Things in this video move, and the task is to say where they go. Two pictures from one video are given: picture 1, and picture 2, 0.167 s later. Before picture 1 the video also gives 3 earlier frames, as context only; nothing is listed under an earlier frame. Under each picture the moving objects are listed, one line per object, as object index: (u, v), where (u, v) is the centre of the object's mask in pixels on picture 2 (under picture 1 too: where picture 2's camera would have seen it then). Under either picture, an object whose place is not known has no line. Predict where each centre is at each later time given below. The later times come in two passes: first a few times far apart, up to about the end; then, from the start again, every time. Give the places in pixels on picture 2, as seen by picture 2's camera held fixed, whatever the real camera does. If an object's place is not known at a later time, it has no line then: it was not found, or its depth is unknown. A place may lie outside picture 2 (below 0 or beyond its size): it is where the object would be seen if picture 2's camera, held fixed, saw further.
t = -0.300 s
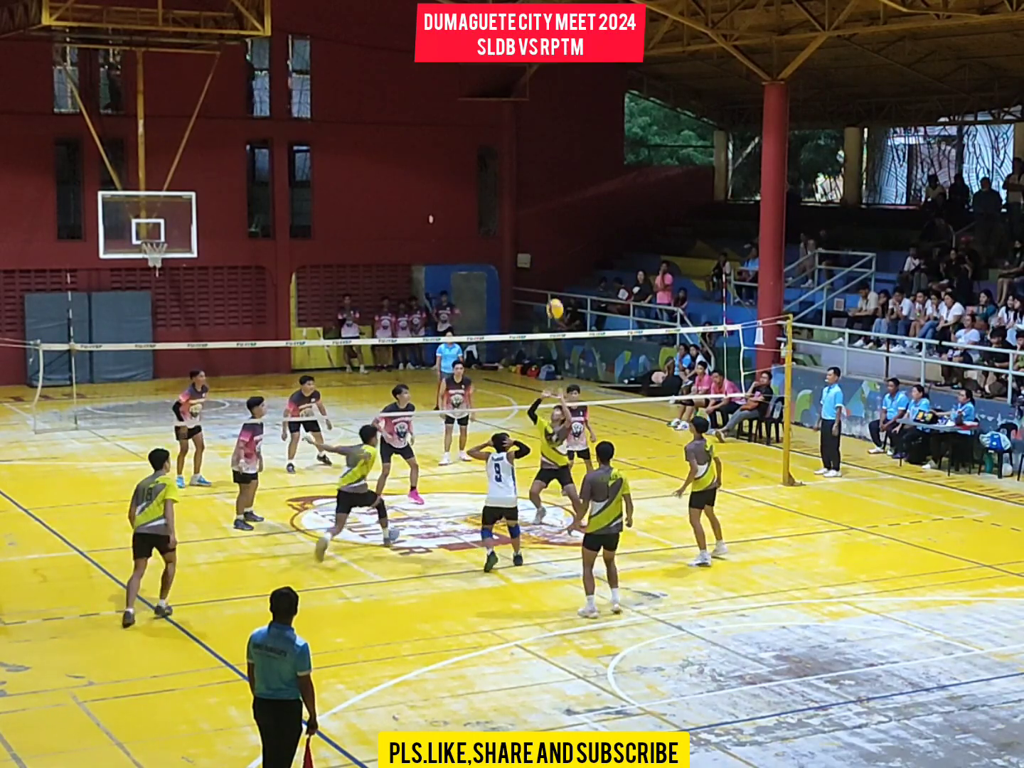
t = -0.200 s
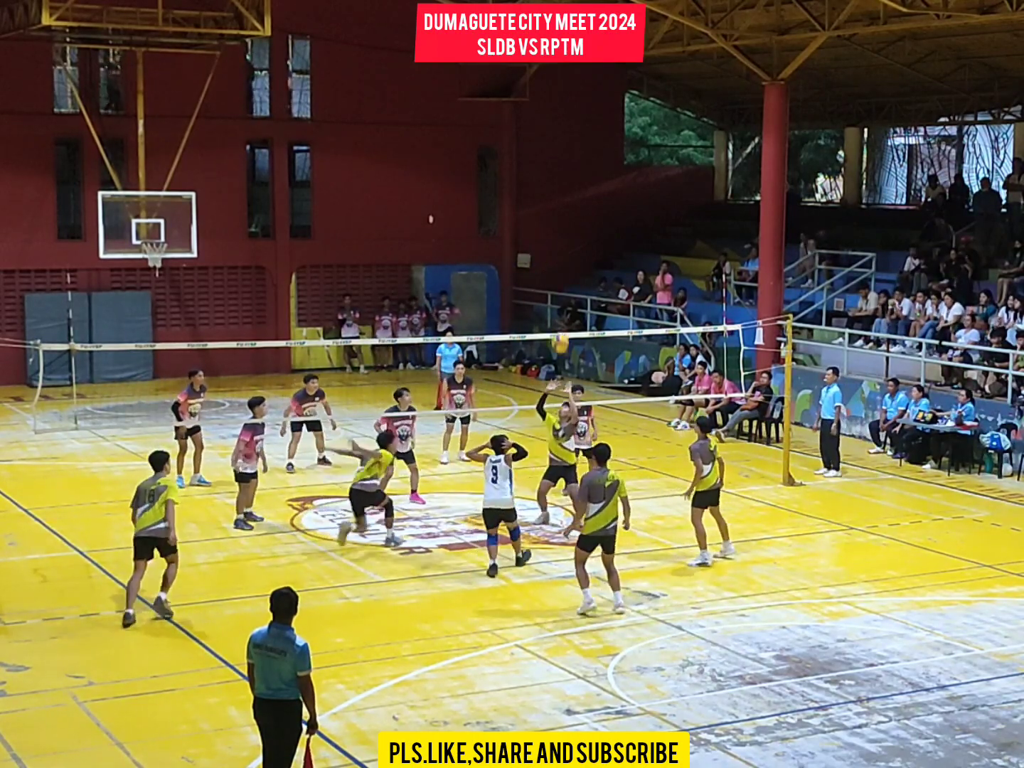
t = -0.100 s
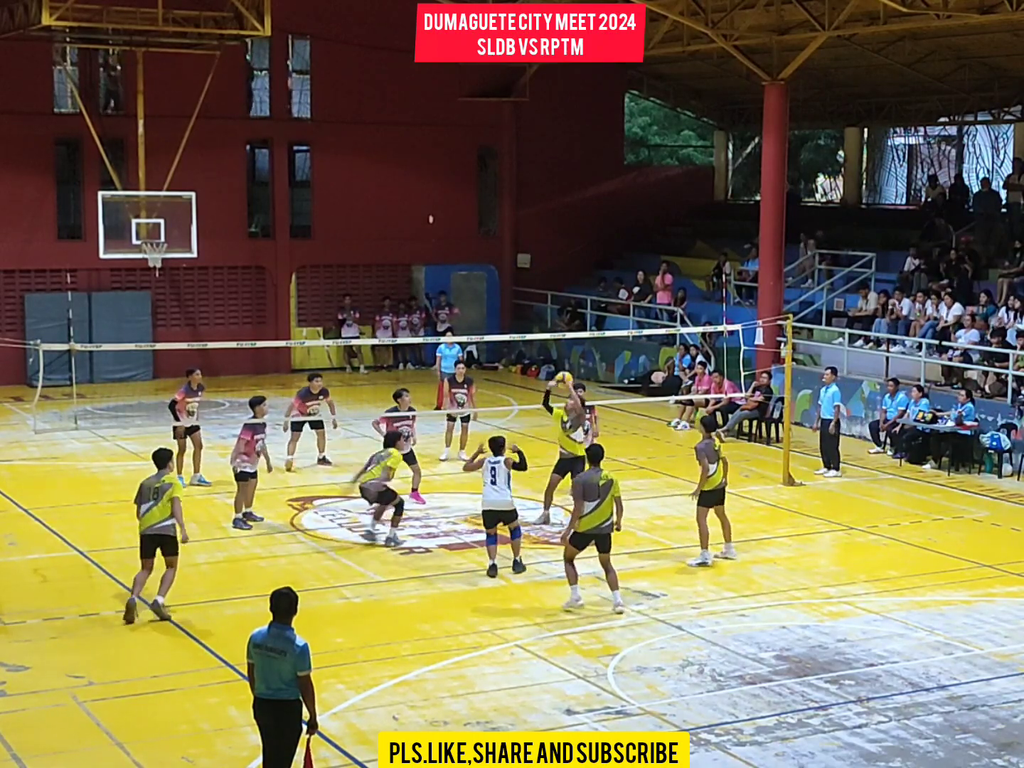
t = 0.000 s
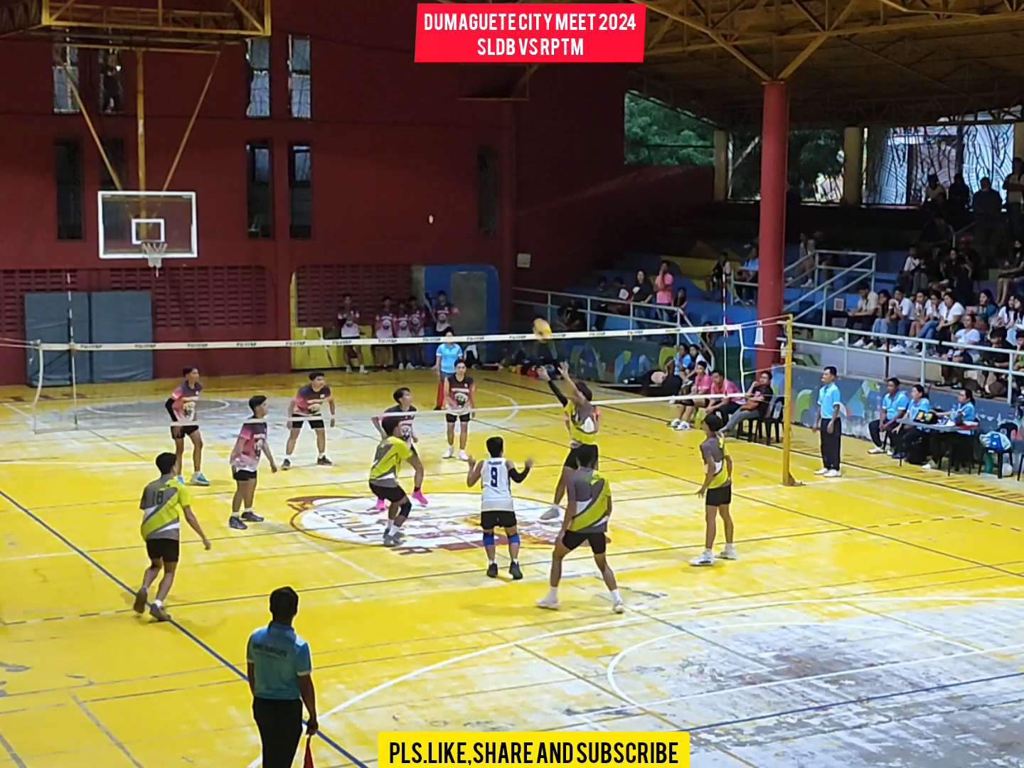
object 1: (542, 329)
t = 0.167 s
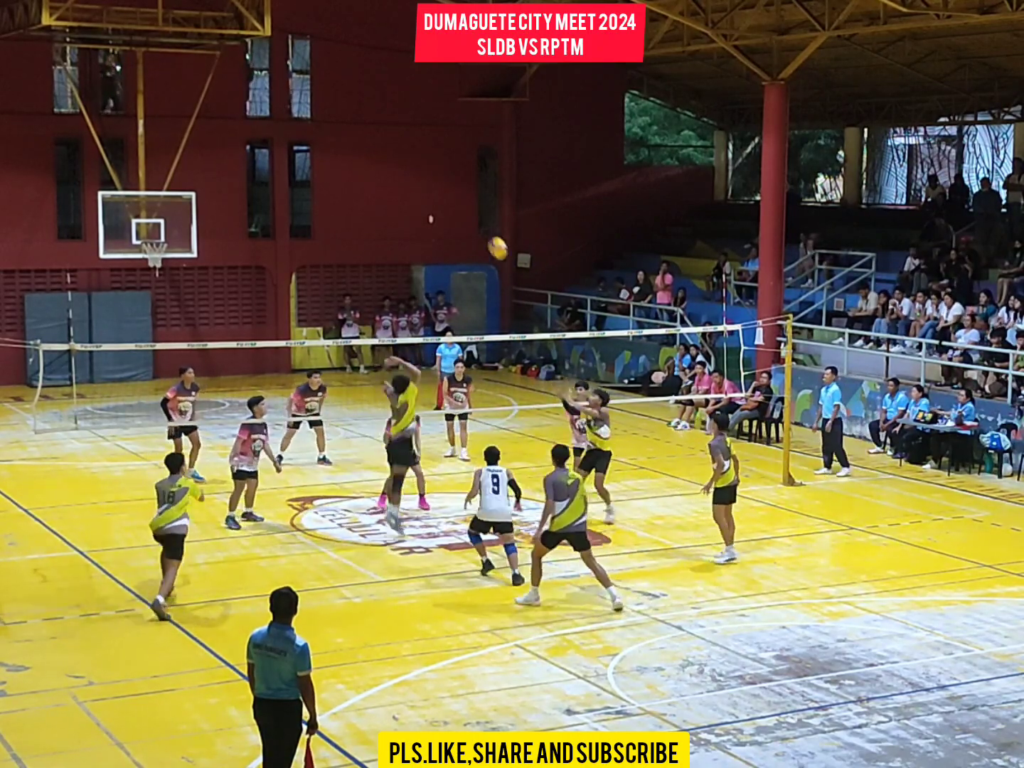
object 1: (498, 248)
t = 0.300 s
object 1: (462, 198)
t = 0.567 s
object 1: (389, 143)
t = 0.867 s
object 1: (308, 150)
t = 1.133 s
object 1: (238, 220)
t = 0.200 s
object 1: (489, 234)
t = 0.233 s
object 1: (480, 222)
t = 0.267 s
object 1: (471, 210)
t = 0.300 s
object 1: (462, 198)
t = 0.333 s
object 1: (453, 189)
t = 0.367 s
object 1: (444, 179)
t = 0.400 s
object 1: (434, 171)
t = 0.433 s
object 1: (425, 163)
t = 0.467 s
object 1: (416, 157)
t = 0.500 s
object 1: (407, 151)
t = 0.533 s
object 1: (398, 146)
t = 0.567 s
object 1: (389, 143)
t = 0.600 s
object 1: (380, 140)
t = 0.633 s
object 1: (371, 138)
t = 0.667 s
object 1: (362, 137)
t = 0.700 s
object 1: (353, 137)
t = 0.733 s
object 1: (344, 137)
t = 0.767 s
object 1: (335, 139)
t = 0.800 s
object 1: (326, 142)
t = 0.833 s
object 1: (317, 146)
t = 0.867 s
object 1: (308, 150)
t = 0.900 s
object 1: (299, 156)
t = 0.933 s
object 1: (290, 162)
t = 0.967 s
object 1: (281, 170)
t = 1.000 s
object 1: (272, 178)
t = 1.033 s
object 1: (264, 187)
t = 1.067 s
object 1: (255, 197)
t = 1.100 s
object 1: (246, 208)
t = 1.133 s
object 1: (238, 220)
